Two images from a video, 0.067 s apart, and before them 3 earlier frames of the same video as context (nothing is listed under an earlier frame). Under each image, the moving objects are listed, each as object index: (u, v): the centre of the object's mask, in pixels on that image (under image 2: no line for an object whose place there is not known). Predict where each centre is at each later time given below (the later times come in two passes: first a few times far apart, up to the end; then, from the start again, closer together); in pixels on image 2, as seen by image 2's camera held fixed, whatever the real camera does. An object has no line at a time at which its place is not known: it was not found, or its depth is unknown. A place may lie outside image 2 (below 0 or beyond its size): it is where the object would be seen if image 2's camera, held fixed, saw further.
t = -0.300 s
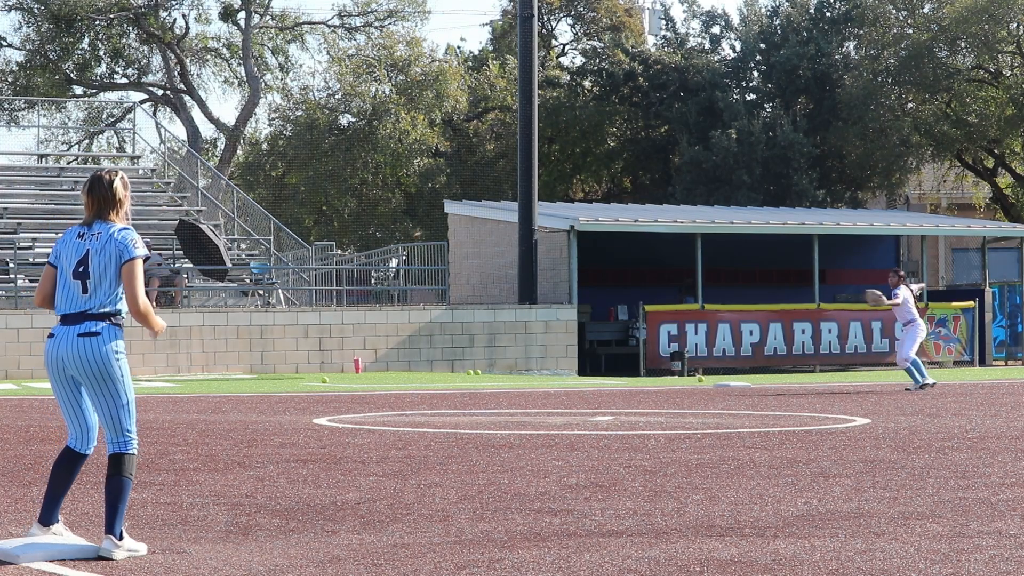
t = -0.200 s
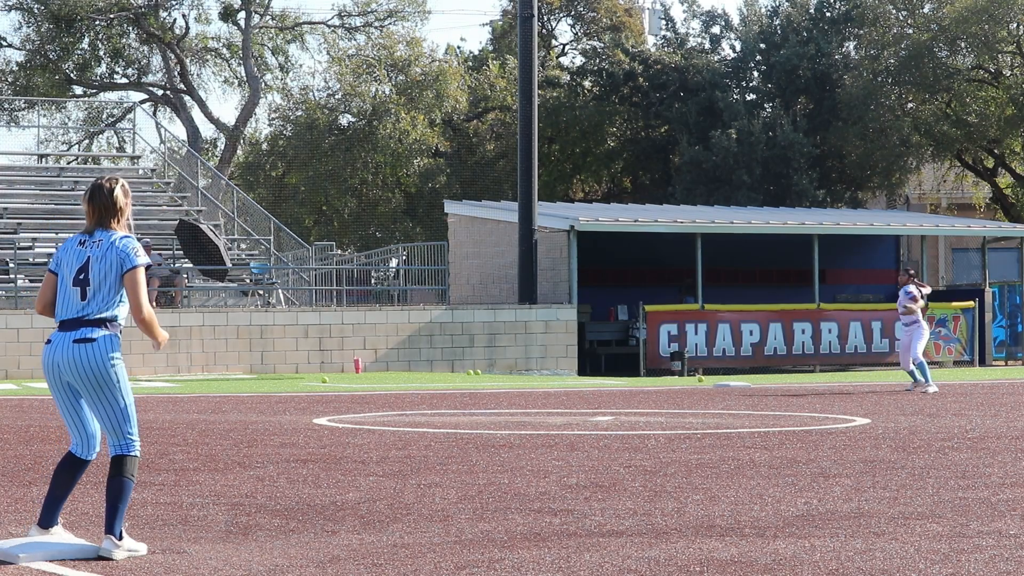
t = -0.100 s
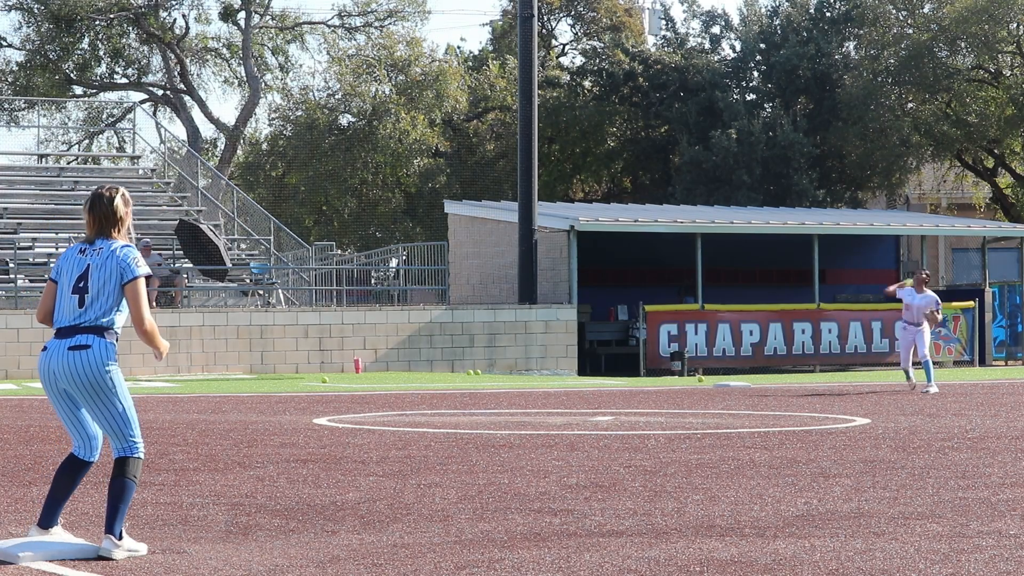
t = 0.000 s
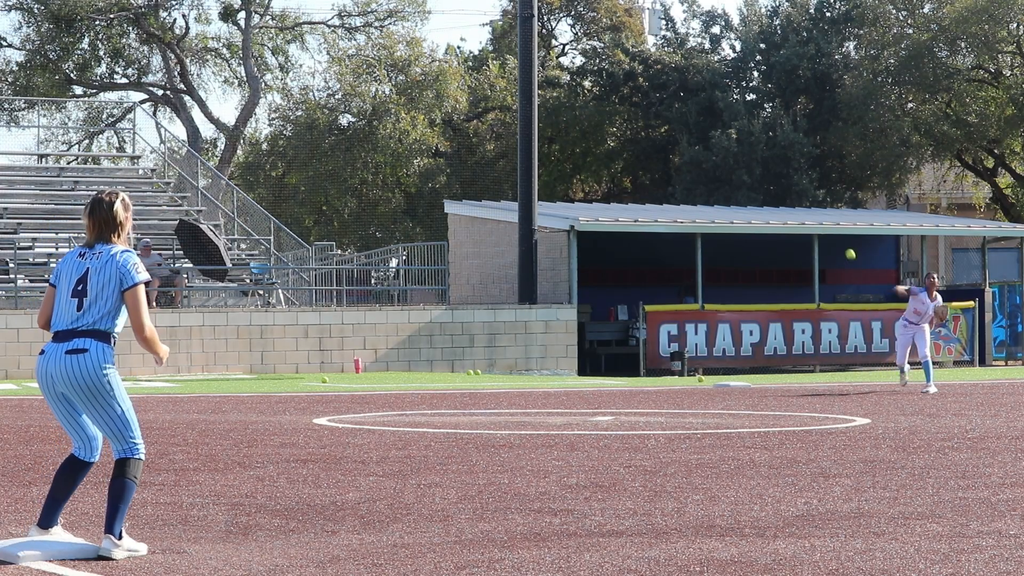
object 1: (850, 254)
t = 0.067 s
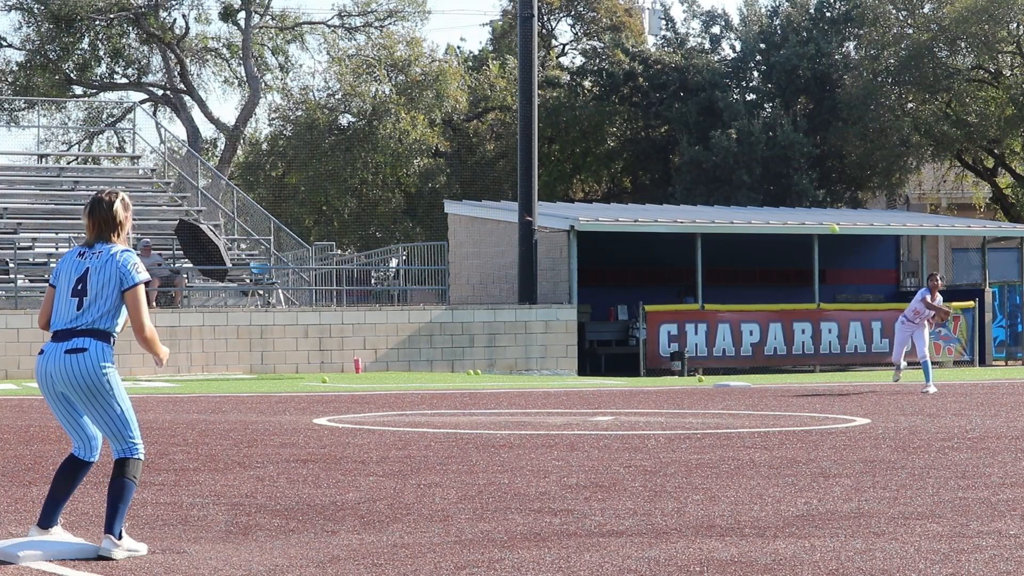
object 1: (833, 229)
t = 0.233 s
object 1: (779, 173)
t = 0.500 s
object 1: (634, 116)
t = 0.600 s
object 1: (549, 112)
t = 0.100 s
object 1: (824, 217)
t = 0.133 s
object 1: (813, 204)
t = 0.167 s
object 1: (803, 194)
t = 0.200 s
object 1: (791, 183)
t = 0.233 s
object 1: (779, 173)
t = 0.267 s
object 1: (765, 163)
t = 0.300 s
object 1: (751, 154)
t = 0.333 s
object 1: (735, 146)
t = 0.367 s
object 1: (718, 138)
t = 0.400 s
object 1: (699, 131)
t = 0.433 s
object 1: (679, 125)
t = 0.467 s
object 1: (658, 120)
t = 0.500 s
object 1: (634, 116)
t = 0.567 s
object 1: (580, 112)
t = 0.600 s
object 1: (549, 112)
